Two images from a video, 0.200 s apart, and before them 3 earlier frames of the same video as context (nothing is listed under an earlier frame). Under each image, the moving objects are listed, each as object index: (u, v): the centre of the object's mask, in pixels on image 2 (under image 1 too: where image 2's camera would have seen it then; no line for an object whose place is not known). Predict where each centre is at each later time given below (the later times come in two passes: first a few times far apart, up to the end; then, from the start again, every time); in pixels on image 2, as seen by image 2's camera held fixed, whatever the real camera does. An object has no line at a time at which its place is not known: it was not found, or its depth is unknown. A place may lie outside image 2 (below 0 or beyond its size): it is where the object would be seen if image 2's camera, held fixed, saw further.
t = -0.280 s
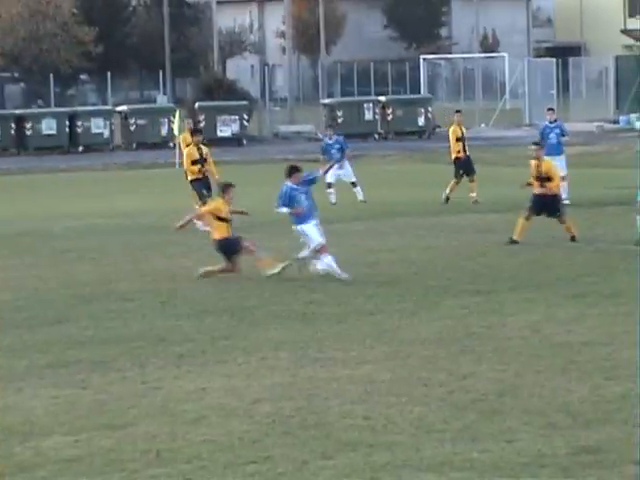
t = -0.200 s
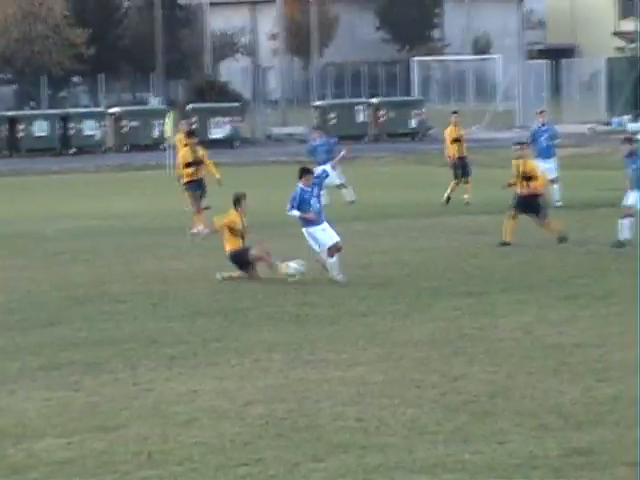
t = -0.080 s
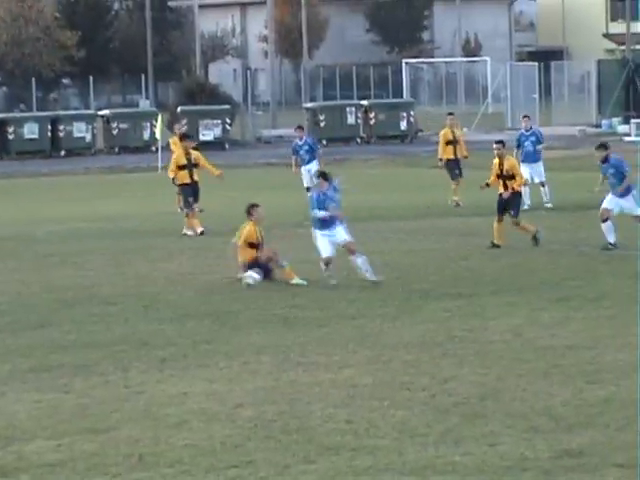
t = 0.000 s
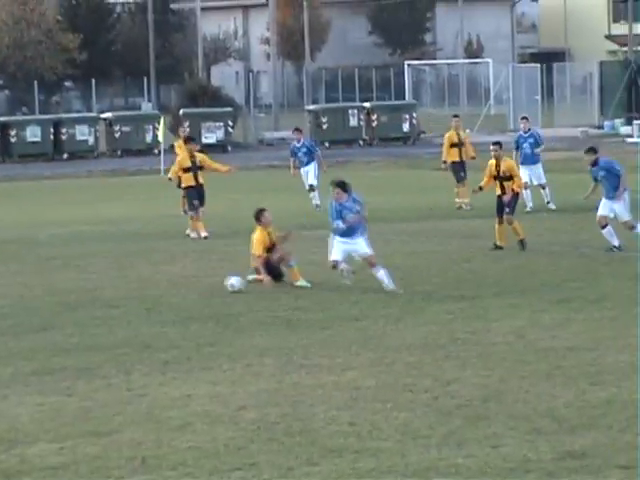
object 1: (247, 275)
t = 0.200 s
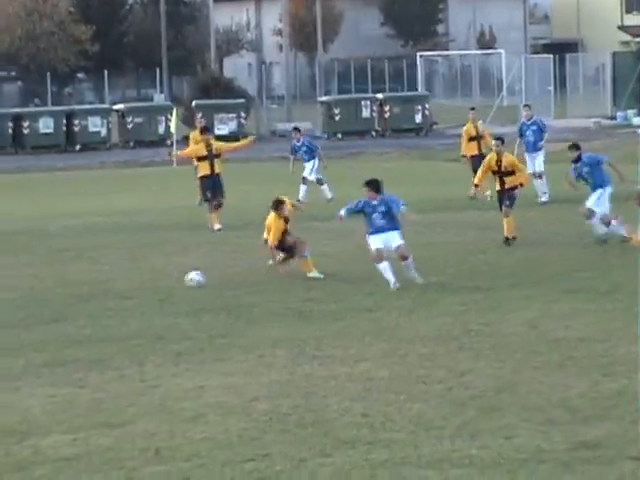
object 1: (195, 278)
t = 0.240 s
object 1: (183, 276)
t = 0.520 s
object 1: (112, 278)
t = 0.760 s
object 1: (55, 281)
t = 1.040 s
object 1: (-9, 281)
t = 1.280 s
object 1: (-60, 284)
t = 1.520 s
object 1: (-102, 281)
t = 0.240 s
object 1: (183, 276)
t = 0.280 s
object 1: (173, 277)
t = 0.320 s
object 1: (164, 278)
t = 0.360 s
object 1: (153, 278)
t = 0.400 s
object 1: (143, 278)
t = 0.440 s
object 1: (133, 278)
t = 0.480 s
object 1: (122, 278)
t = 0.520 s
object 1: (112, 278)
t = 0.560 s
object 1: (102, 278)
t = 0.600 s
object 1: (92, 278)
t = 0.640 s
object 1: (83, 278)
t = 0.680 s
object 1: (73, 281)
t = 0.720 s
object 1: (65, 281)
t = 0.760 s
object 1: (55, 281)
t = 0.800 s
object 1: (48, 280)
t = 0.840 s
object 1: (35, 281)
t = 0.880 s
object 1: (28, 281)
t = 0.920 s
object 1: (18, 281)
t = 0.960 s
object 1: (7, 281)
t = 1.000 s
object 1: (-1, 282)
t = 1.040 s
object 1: (-9, 281)
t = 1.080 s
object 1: (-17, 282)
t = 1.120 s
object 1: (-25, 282)
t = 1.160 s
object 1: (-34, 282)
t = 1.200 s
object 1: (-43, 283)
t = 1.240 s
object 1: (-51, 283)
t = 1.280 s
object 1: (-60, 284)
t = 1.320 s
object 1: (-69, 283)
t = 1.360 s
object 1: (-78, 284)
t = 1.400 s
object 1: (-85, 285)
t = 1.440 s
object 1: (-93, 285)
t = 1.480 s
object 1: (-98, 282)
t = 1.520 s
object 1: (-102, 281)
